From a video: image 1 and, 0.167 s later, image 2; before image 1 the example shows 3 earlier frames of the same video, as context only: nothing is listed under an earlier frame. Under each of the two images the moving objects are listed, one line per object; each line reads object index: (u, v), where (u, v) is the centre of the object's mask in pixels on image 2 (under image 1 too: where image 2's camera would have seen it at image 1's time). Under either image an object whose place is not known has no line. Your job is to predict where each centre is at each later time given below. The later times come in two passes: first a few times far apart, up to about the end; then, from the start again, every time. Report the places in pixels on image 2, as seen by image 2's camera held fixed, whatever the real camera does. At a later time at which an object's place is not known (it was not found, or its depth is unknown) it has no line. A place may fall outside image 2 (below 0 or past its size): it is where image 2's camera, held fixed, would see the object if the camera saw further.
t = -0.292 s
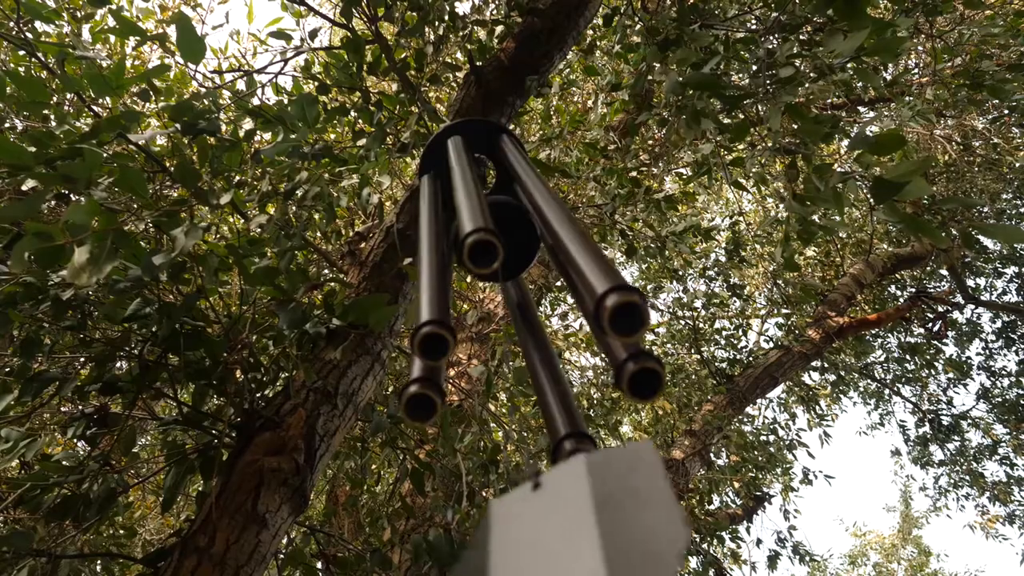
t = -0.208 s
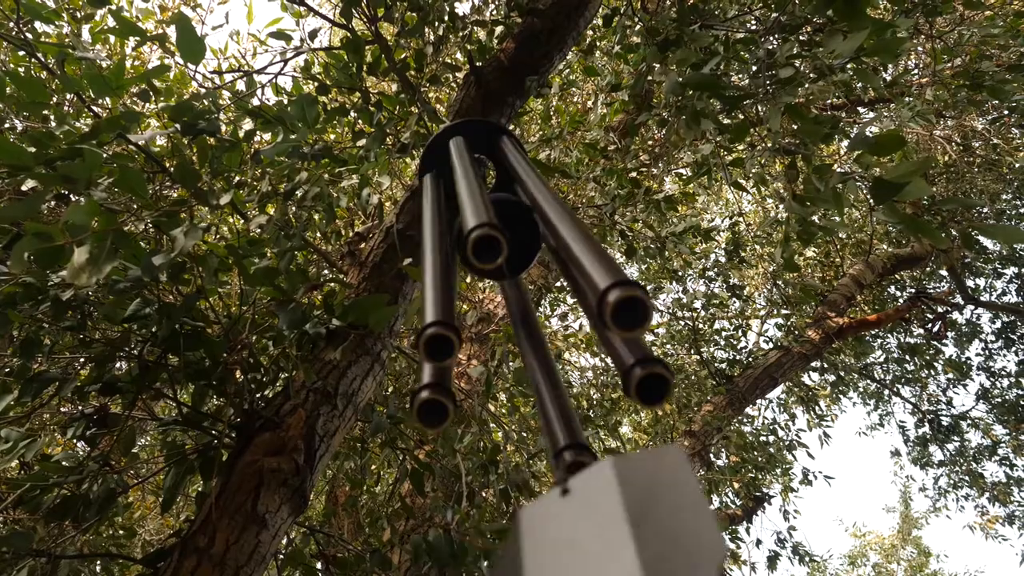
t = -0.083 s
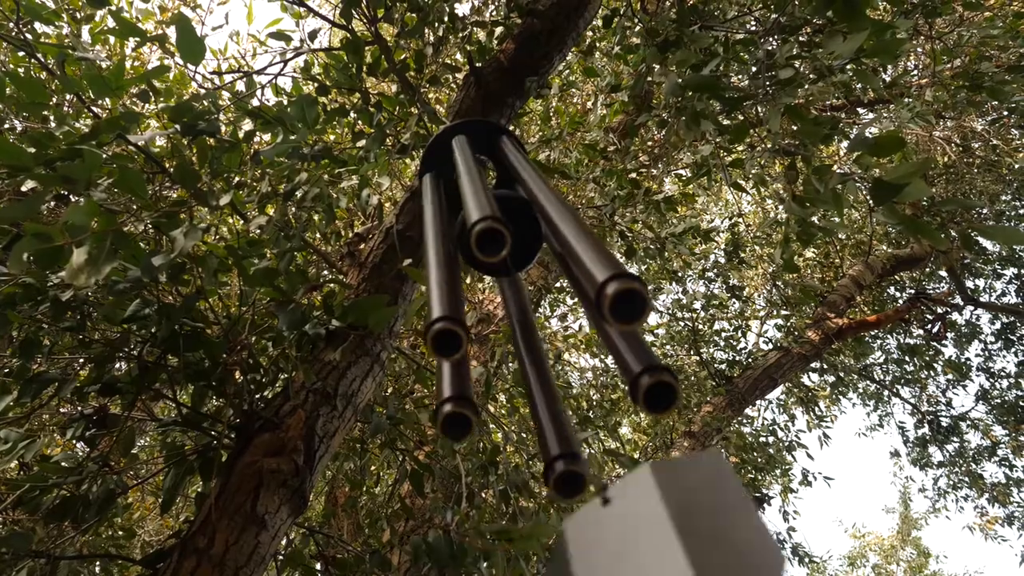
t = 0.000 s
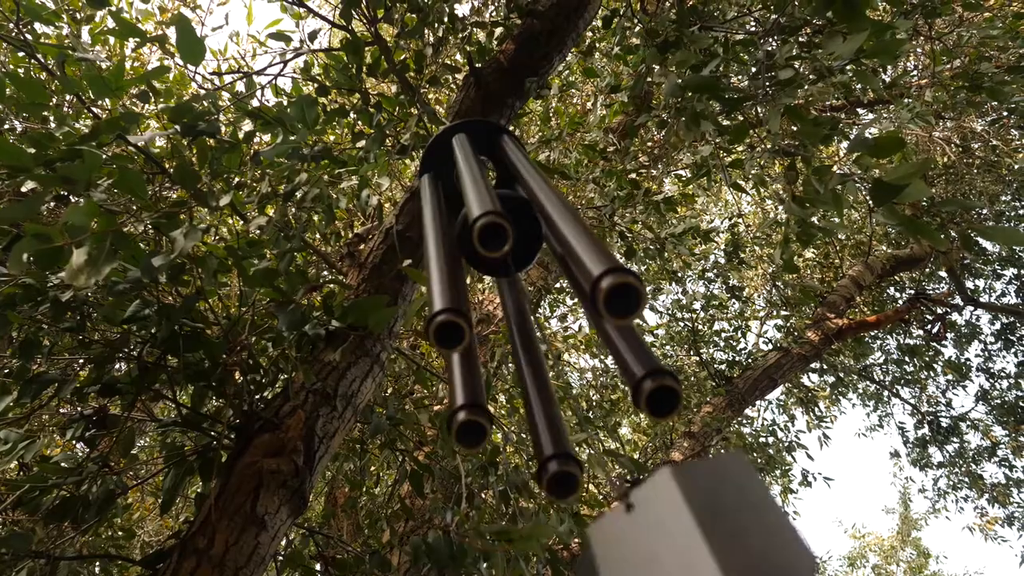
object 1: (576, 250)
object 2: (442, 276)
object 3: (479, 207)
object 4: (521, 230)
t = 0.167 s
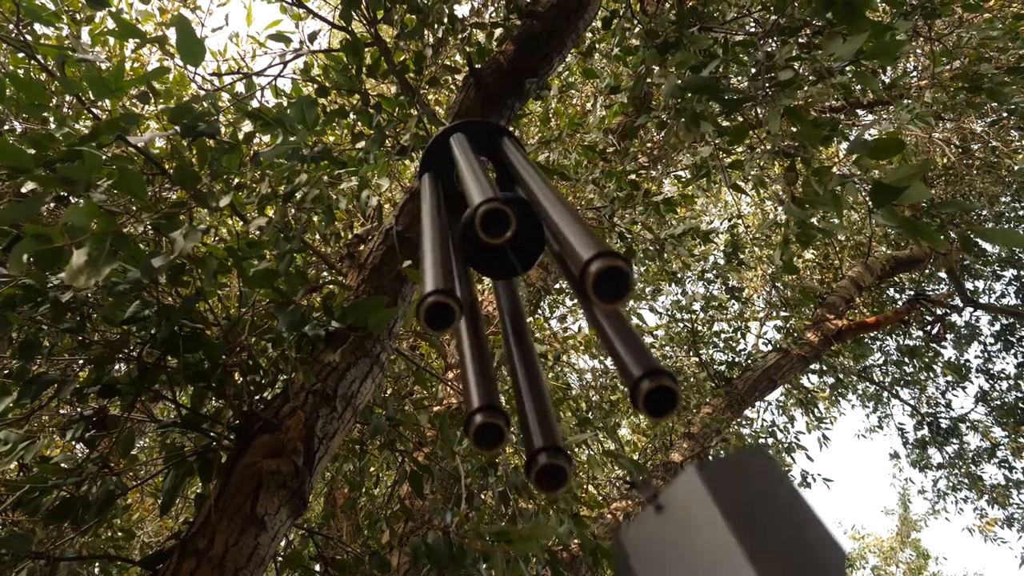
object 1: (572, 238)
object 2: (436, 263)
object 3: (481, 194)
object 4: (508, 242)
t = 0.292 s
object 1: (568, 233)
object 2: (428, 253)
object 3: (479, 190)
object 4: (509, 246)
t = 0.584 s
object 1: (560, 229)
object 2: (412, 244)
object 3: (467, 191)
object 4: (499, 237)
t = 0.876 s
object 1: (561, 235)
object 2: (408, 255)
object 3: (458, 199)
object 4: (497, 231)
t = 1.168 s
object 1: (570, 240)
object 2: (423, 270)
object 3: (465, 202)
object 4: (503, 238)
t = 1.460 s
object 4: (507, 240)
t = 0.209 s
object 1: (571, 236)
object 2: (434, 260)
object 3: (481, 193)
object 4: (507, 243)
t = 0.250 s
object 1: (569, 234)
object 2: (431, 257)
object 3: (480, 191)
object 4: (508, 244)
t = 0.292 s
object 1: (568, 233)
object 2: (428, 253)
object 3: (479, 190)
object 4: (509, 246)
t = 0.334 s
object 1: (567, 232)
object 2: (426, 251)
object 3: (478, 189)
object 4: (507, 245)
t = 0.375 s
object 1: (565, 231)
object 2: (423, 249)
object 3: (476, 189)
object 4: (505, 246)
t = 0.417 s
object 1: (562, 230)
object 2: (420, 247)
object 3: (473, 188)
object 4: (502, 245)
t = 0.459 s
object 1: (561, 228)
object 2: (418, 245)
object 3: (472, 188)
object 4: (500, 244)
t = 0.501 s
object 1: (560, 228)
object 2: (416, 244)
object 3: (470, 188)
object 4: (499, 242)
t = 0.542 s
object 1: (560, 228)
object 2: (414, 244)
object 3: (469, 189)
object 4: (499, 240)
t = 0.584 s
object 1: (560, 229)
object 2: (412, 244)
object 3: (467, 191)
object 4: (499, 237)
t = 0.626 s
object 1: (560, 229)
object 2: (410, 244)
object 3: (466, 192)
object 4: (499, 234)
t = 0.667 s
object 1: (560, 231)
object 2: (409, 246)
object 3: (464, 193)
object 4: (500, 231)
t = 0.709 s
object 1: (560, 232)
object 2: (407, 247)
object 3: (462, 195)
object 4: (500, 228)
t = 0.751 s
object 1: (560, 233)
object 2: (407, 249)
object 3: (461, 196)
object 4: (500, 228)
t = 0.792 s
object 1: (561, 233)
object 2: (407, 249)
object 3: (460, 197)
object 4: (499, 228)
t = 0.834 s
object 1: (561, 234)
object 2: (407, 252)
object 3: (459, 197)
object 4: (498, 229)
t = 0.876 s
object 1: (561, 235)
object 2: (408, 255)
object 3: (458, 199)
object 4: (497, 231)
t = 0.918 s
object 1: (561, 235)
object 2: (410, 257)
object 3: (458, 200)
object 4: (496, 233)
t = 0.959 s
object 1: (562, 236)
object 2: (411, 259)
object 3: (458, 200)
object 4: (499, 230)
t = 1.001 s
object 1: (564, 236)
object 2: (413, 261)
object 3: (458, 201)
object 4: (499, 231)
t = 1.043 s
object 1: (565, 237)
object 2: (415, 263)
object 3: (459, 200)
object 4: (499, 233)
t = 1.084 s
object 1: (567, 237)
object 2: (419, 265)
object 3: (461, 200)
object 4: (499, 235)
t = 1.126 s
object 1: (568, 239)
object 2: (421, 268)
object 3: (463, 201)
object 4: (500, 237)
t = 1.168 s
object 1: (570, 240)
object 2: (423, 270)
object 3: (465, 202)
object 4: (503, 238)
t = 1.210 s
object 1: (570, 240)
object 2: (422, 271)
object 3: (467, 201)
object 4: (506, 238)
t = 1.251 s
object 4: (502, 242)
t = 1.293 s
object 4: (503, 242)
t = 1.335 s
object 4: (505, 242)
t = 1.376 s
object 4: (506, 241)
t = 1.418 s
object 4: (507, 241)
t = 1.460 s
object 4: (507, 240)
